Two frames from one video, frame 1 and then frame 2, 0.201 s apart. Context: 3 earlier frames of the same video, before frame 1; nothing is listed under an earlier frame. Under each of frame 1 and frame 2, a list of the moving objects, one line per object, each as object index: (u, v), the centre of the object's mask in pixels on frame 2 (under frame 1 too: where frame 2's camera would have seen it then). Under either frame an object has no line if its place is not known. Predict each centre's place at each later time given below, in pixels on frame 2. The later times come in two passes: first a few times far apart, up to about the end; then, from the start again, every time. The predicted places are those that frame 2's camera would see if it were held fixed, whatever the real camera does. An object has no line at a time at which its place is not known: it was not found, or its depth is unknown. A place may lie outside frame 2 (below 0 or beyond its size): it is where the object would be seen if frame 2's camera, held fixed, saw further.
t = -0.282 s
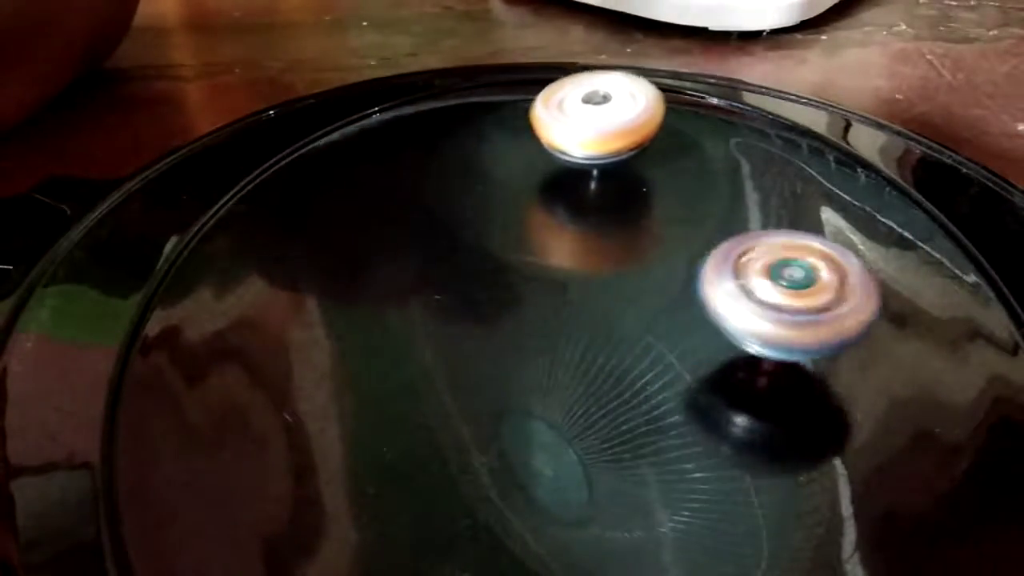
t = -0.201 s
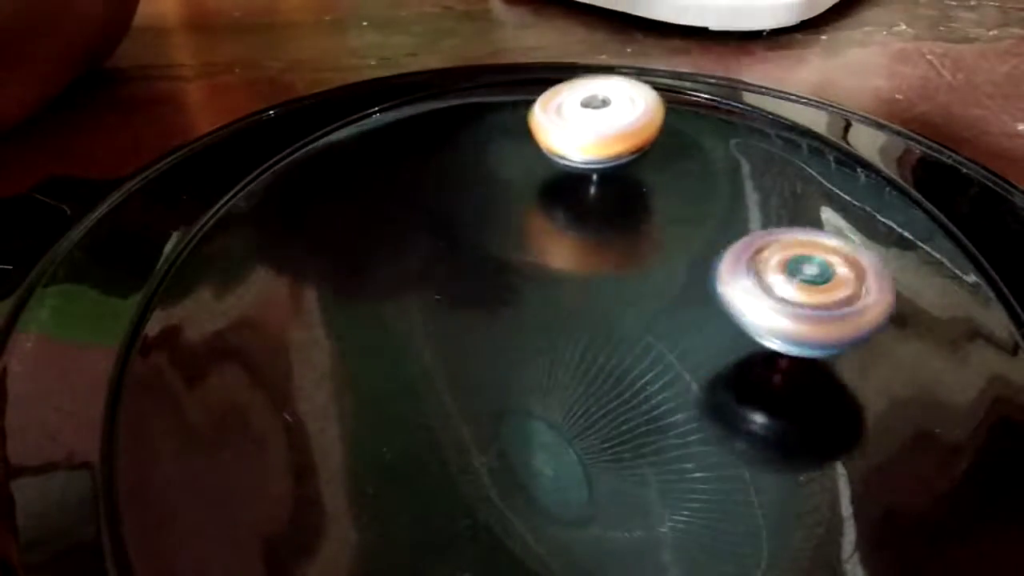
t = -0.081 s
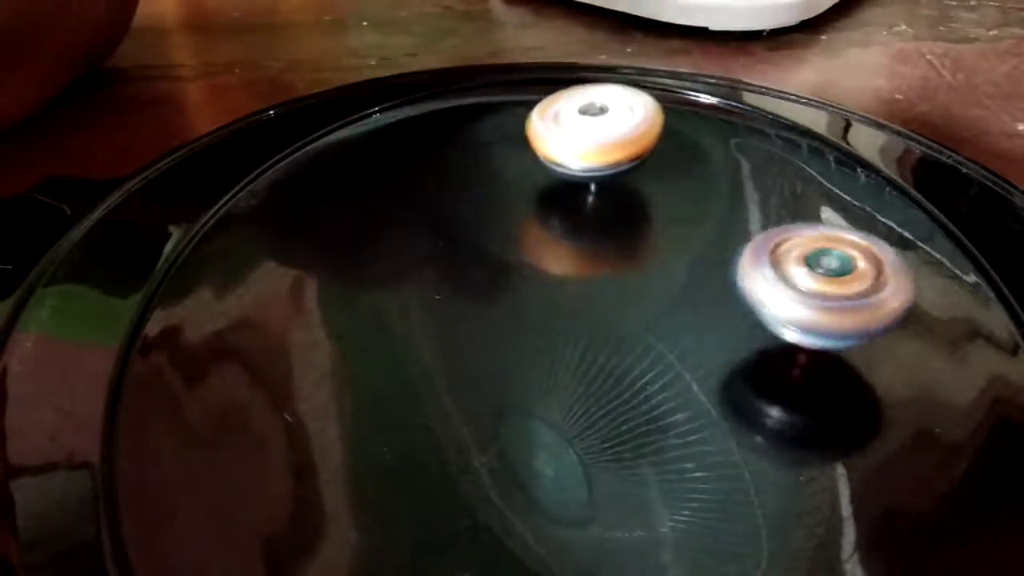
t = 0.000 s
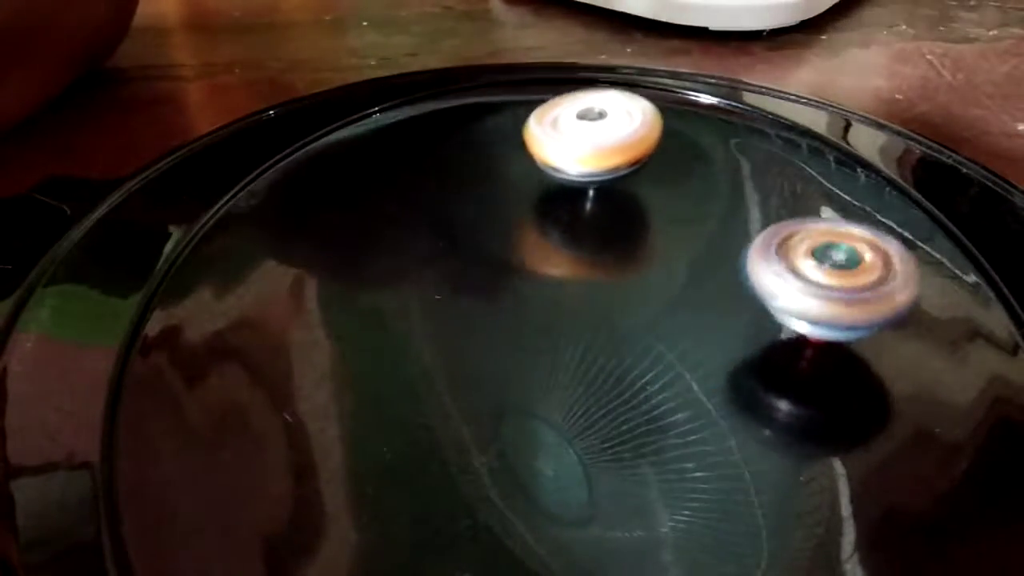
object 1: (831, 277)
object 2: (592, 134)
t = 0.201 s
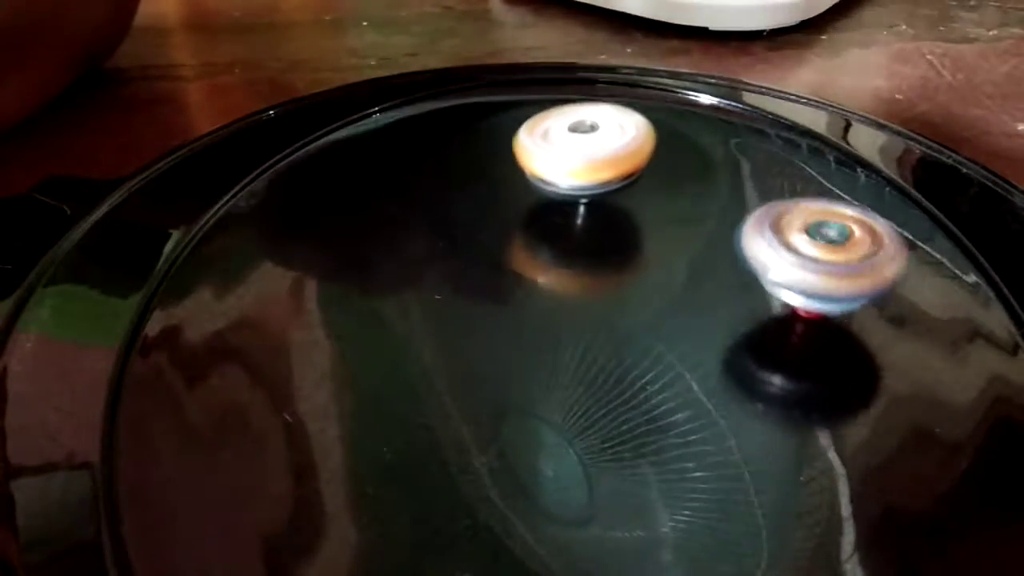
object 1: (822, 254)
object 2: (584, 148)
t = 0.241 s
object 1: (818, 249)
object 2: (581, 150)
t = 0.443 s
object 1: (797, 224)
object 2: (567, 161)
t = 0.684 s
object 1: (783, 190)
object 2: (549, 168)
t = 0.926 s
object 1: (776, 161)
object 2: (538, 164)
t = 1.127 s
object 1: (770, 141)
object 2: (538, 155)
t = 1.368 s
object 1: (739, 124)
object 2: (550, 141)
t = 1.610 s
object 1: (709, 110)
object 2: (555, 122)
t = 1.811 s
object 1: (748, 107)
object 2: (543, 110)
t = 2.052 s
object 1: (723, 128)
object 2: (567, 109)
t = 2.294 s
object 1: (642, 194)
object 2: (542, 71)
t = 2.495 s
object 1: (522, 190)
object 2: (535, 111)
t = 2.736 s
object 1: (458, 138)
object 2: (574, 109)
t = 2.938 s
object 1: (495, 109)
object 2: (622, 118)
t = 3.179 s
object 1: (568, 131)
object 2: (692, 160)
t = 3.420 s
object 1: (544, 171)
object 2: (697, 236)
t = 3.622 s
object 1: (514, 153)
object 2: (632, 309)
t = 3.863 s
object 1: (569, 148)
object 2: (499, 348)
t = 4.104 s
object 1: (571, 174)
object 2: (390, 318)
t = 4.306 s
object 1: (545, 158)
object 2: (369, 265)
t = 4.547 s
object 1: (576, 117)
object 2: (424, 203)
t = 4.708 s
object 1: (590, 98)
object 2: (520, 179)
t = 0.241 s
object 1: (818, 249)
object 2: (581, 150)
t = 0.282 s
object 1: (814, 244)
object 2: (579, 152)
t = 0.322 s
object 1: (809, 239)
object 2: (576, 155)
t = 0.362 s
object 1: (804, 233)
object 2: (573, 157)
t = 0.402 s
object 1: (800, 228)
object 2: (570, 159)
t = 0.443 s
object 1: (797, 224)
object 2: (567, 161)
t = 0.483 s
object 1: (794, 218)
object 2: (564, 163)
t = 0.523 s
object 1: (790, 211)
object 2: (561, 165)
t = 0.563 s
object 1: (788, 206)
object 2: (558, 166)
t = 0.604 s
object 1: (786, 200)
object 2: (554, 167)
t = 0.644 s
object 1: (784, 195)
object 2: (552, 167)
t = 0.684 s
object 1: (783, 190)
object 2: (549, 168)
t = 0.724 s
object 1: (781, 184)
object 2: (546, 168)
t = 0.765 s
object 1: (780, 179)
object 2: (544, 167)
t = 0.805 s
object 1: (779, 174)
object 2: (542, 167)
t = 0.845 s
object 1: (777, 170)
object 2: (540, 166)
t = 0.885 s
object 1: (776, 165)
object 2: (539, 165)
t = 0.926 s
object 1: (776, 161)
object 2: (538, 164)
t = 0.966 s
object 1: (775, 157)
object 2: (538, 162)
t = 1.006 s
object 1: (775, 152)
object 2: (537, 161)
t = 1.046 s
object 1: (774, 148)
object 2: (537, 159)
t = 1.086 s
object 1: (773, 144)
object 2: (538, 157)
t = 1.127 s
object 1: (770, 141)
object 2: (538, 155)
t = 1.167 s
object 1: (767, 138)
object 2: (539, 153)
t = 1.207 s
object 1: (763, 134)
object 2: (541, 151)
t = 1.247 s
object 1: (759, 131)
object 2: (543, 148)
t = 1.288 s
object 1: (753, 129)
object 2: (545, 146)
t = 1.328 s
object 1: (747, 127)
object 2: (547, 143)
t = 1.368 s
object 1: (739, 124)
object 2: (550, 141)
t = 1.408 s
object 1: (731, 122)
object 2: (553, 138)
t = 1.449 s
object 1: (723, 119)
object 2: (556, 136)
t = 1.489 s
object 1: (715, 118)
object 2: (560, 133)
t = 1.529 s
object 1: (704, 115)
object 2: (564, 130)
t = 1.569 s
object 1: (695, 112)
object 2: (566, 127)
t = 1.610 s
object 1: (709, 110)
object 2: (555, 122)
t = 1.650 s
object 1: (724, 106)
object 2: (542, 117)
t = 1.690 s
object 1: (733, 105)
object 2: (539, 114)
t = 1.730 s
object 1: (741, 105)
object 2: (539, 112)
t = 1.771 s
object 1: (745, 106)
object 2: (541, 111)
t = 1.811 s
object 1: (748, 107)
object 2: (543, 110)
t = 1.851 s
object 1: (751, 110)
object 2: (547, 110)
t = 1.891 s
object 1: (751, 113)
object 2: (550, 109)
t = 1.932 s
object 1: (747, 118)
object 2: (554, 109)
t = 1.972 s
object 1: (742, 121)
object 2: (558, 109)
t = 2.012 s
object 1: (735, 124)
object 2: (563, 109)
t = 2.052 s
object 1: (723, 128)
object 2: (567, 109)
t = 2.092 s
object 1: (708, 132)
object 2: (571, 108)
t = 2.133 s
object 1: (690, 139)
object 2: (574, 107)
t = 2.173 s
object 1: (686, 161)
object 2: (564, 89)
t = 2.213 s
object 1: (678, 175)
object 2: (554, 75)
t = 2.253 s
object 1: (662, 185)
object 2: (546, 68)
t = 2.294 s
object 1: (642, 194)
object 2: (542, 71)
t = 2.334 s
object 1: (619, 197)
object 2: (535, 79)
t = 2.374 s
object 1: (594, 198)
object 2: (530, 89)
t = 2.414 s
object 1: (570, 198)
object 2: (529, 99)
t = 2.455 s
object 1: (545, 194)
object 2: (530, 106)
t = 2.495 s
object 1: (522, 190)
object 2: (535, 111)
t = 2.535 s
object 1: (502, 182)
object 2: (541, 114)
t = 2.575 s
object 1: (485, 177)
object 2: (550, 114)
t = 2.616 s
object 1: (472, 166)
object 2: (559, 113)
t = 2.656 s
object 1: (463, 157)
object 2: (565, 112)
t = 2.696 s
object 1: (460, 146)
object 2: (570, 111)
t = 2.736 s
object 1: (458, 138)
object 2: (574, 109)
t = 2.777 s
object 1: (458, 129)
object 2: (581, 109)
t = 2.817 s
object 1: (463, 122)
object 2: (589, 110)
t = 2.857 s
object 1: (470, 116)
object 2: (601, 112)
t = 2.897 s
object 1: (480, 110)
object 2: (611, 115)
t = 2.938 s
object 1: (495, 109)
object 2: (622, 118)
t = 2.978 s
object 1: (507, 109)
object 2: (635, 122)
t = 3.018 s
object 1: (521, 112)
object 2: (648, 129)
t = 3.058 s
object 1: (534, 116)
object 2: (662, 138)
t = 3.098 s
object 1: (546, 120)
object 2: (674, 145)
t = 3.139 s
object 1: (558, 126)
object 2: (685, 153)
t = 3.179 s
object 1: (568, 131)
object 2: (692, 160)
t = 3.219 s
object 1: (575, 138)
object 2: (698, 169)
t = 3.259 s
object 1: (579, 149)
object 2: (701, 178)
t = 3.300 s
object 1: (577, 159)
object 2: (705, 191)
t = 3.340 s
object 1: (570, 166)
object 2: (705, 205)
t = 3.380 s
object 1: (558, 170)
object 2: (702, 220)
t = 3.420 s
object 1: (544, 171)
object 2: (697, 236)
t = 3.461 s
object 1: (532, 170)
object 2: (689, 252)
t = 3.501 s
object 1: (521, 170)
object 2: (679, 268)
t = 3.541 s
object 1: (513, 167)
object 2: (665, 283)
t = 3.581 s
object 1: (510, 160)
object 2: (650, 296)
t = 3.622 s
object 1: (514, 153)
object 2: (632, 309)
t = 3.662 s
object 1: (519, 148)
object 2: (612, 322)
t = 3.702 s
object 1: (526, 145)
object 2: (592, 332)
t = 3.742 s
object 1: (535, 144)
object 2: (568, 340)
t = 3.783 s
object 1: (545, 146)
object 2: (544, 345)
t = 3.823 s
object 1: (556, 147)
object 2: (522, 348)
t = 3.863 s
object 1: (569, 148)
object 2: (499, 348)
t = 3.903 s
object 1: (578, 152)
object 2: (478, 348)
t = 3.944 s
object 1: (583, 157)
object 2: (456, 344)
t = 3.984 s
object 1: (588, 165)
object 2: (435, 339)
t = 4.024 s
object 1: (586, 173)
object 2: (418, 334)
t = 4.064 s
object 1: (579, 174)
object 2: (403, 326)
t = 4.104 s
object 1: (571, 174)
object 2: (390, 318)
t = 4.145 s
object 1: (564, 173)
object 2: (380, 308)
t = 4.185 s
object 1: (557, 173)
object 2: (372, 299)
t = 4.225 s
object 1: (550, 170)
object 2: (368, 287)
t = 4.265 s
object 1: (546, 166)
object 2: (367, 276)
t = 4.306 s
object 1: (545, 158)
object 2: (369, 265)
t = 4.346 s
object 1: (548, 151)
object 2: (373, 254)
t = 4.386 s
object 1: (551, 145)
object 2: (379, 243)
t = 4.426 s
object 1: (557, 138)
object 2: (387, 232)
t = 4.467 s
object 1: (562, 130)
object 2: (397, 222)
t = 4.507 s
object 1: (570, 124)
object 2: (410, 213)
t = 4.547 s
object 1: (576, 117)
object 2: (424, 203)
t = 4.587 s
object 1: (583, 112)
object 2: (441, 195)
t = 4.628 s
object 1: (587, 105)
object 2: (463, 188)
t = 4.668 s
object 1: (589, 101)
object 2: (490, 183)
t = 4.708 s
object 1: (590, 98)
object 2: (520, 179)
